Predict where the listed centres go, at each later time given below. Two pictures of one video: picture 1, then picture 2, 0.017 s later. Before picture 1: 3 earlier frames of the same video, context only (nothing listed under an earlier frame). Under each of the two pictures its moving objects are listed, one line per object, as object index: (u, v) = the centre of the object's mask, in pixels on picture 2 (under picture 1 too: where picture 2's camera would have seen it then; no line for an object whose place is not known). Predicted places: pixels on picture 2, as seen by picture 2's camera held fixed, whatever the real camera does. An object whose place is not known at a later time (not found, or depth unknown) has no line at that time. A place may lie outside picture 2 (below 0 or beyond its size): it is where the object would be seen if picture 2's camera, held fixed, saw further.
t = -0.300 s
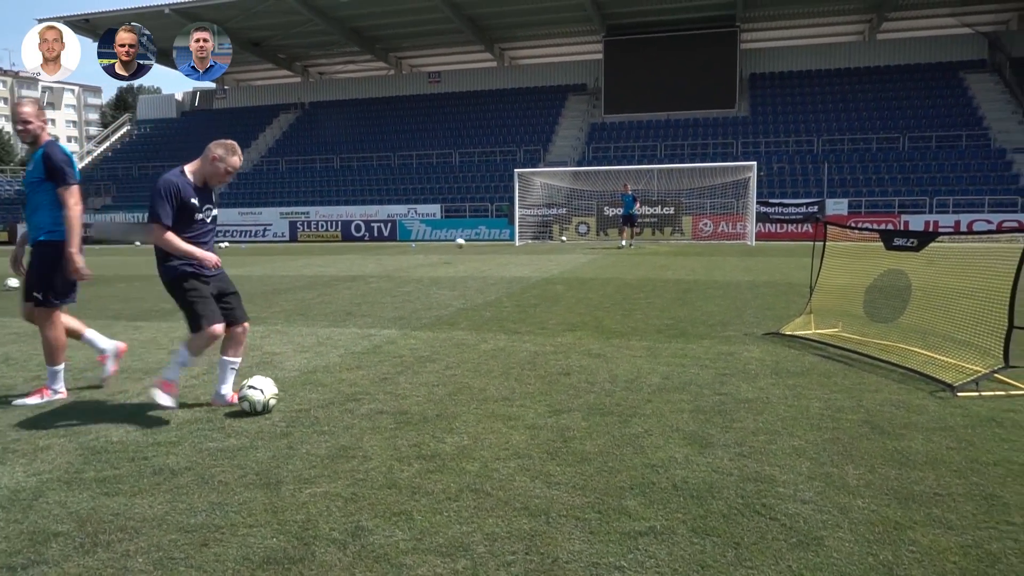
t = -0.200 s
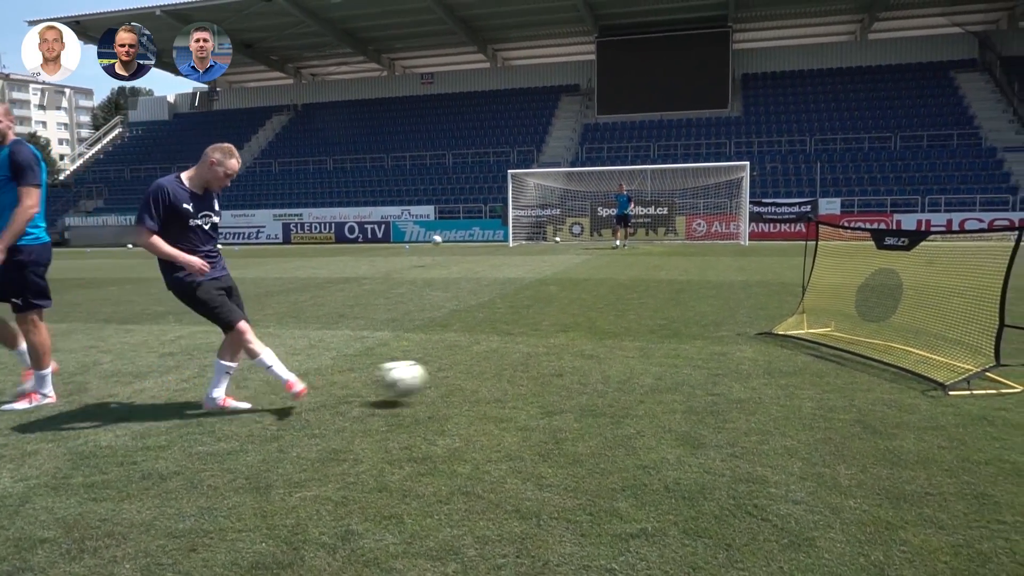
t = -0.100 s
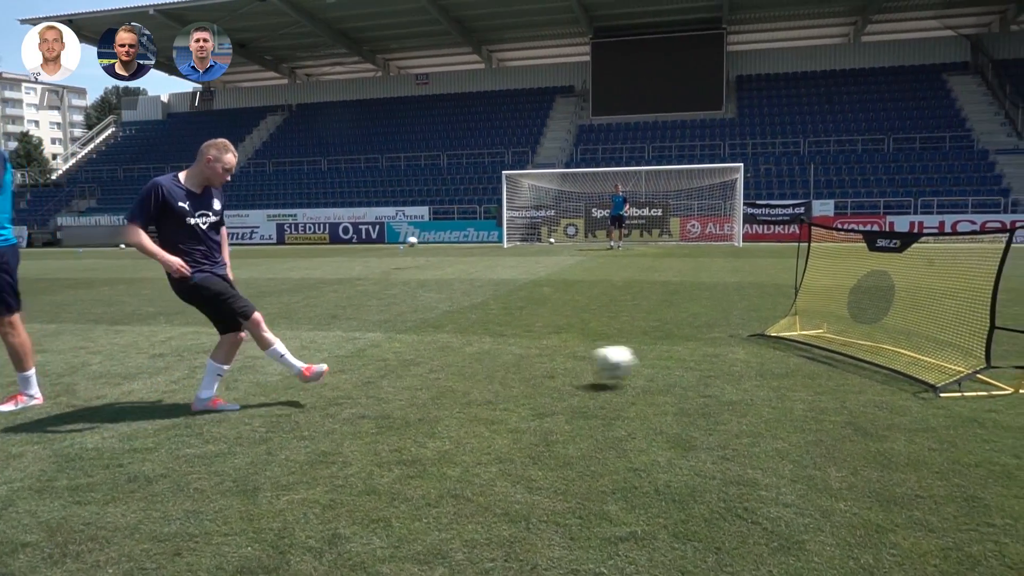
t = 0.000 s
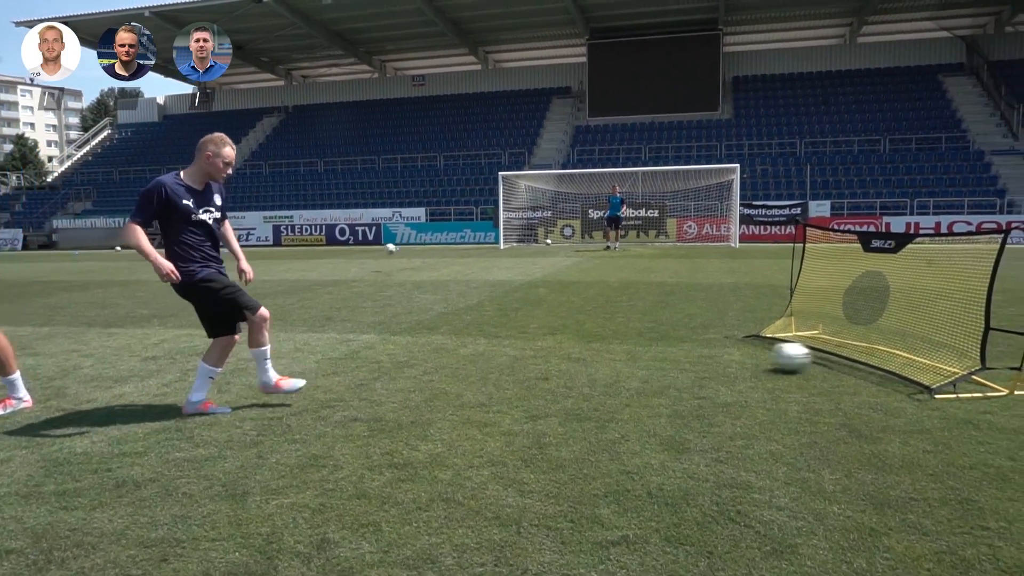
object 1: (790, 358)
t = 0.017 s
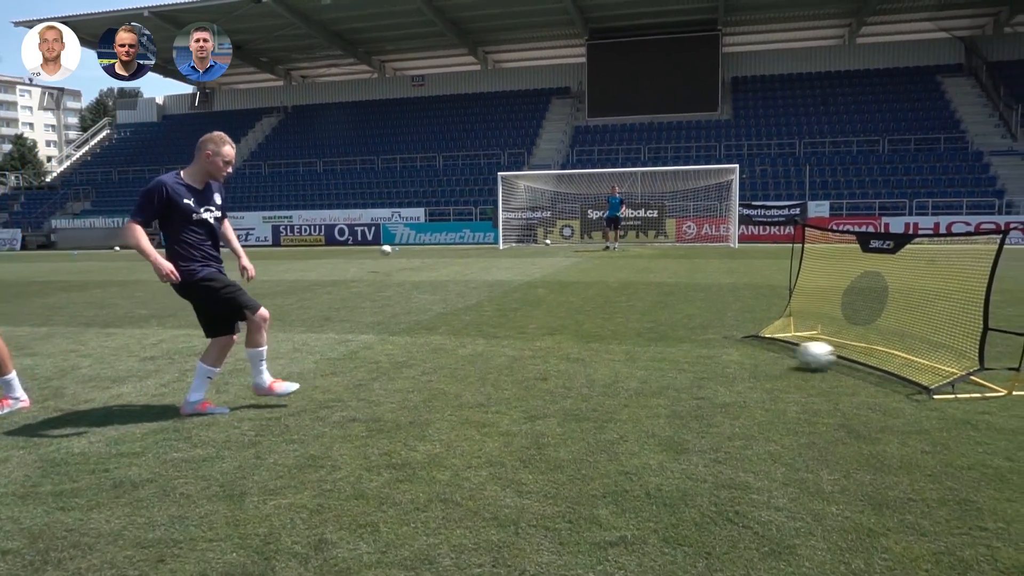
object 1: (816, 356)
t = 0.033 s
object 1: (837, 353)
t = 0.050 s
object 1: (860, 350)
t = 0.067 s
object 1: (878, 347)
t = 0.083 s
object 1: (893, 343)
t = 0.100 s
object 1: (904, 338)
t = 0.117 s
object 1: (910, 334)
